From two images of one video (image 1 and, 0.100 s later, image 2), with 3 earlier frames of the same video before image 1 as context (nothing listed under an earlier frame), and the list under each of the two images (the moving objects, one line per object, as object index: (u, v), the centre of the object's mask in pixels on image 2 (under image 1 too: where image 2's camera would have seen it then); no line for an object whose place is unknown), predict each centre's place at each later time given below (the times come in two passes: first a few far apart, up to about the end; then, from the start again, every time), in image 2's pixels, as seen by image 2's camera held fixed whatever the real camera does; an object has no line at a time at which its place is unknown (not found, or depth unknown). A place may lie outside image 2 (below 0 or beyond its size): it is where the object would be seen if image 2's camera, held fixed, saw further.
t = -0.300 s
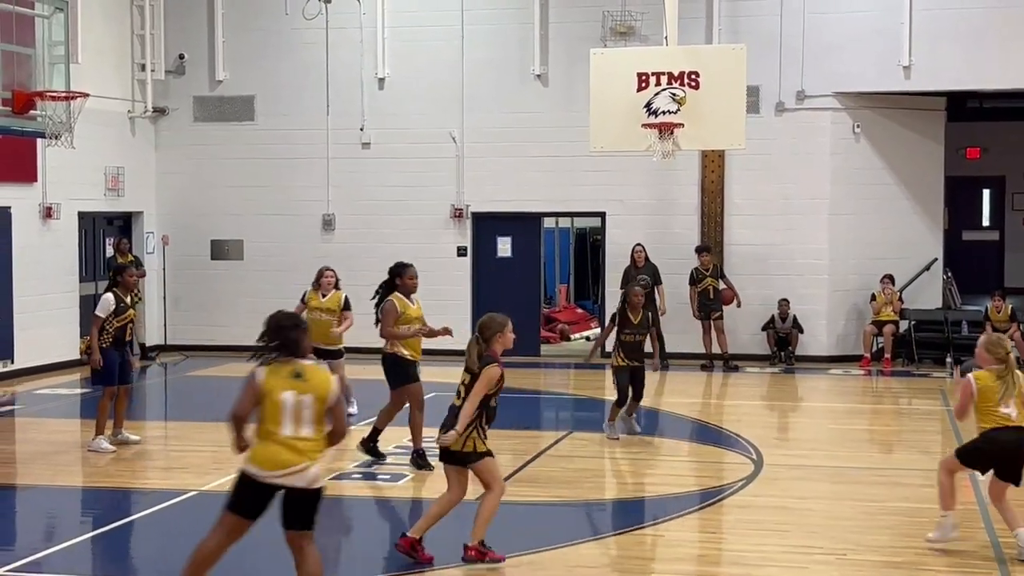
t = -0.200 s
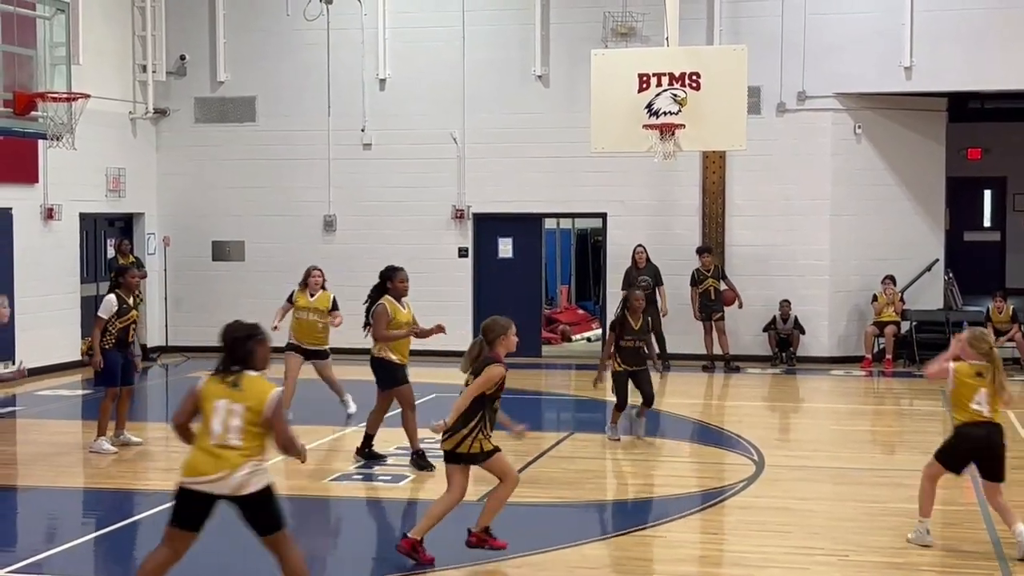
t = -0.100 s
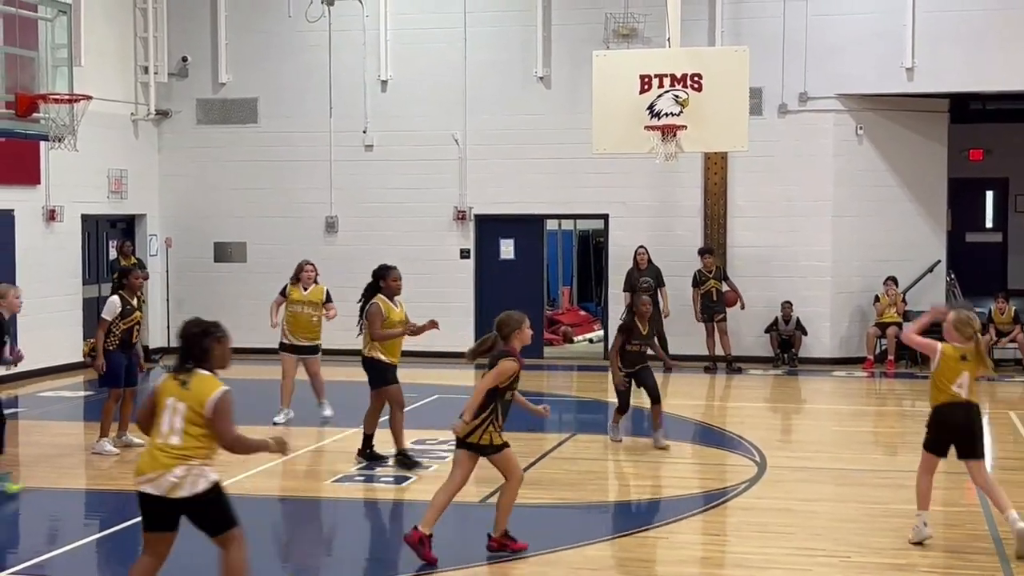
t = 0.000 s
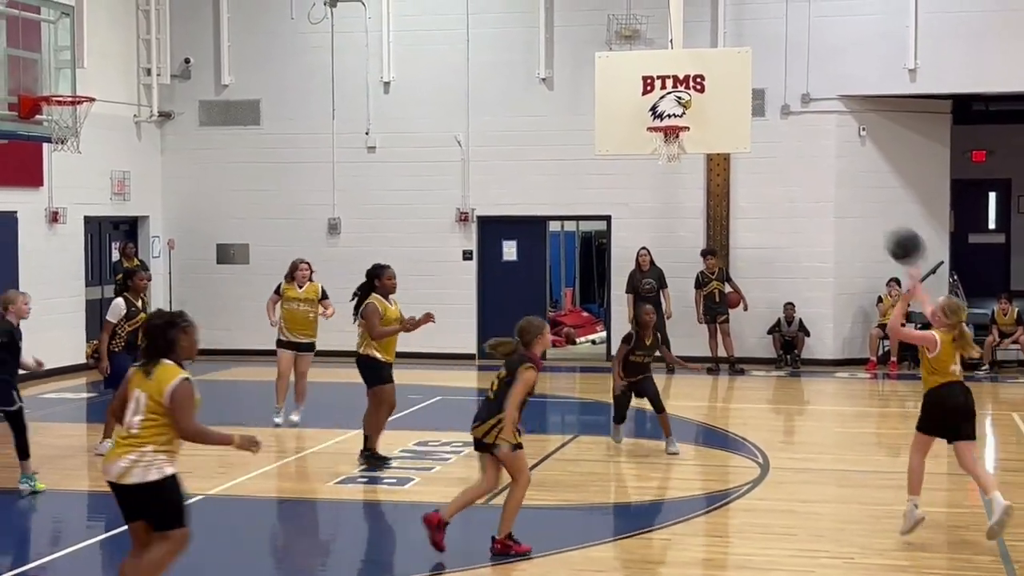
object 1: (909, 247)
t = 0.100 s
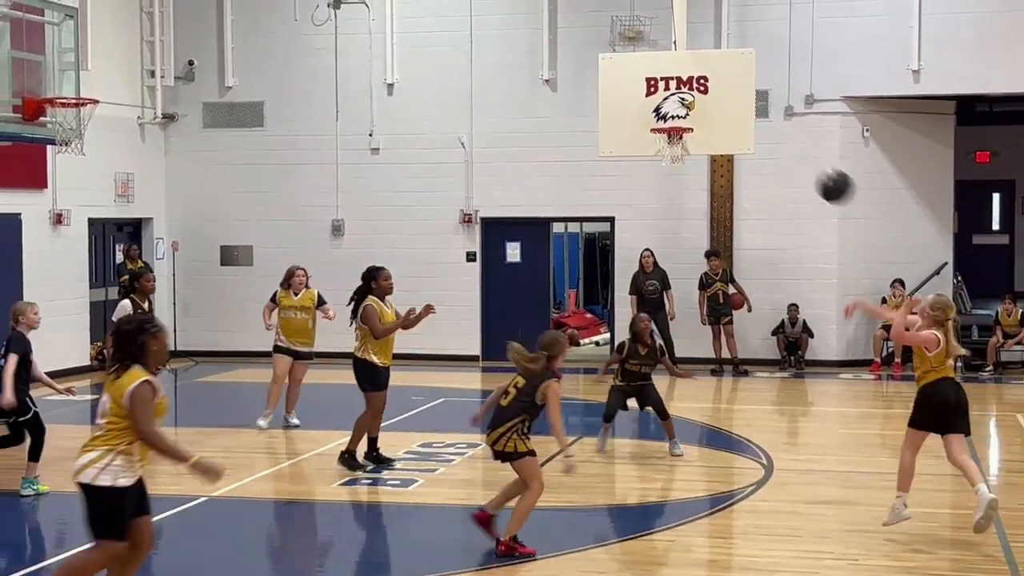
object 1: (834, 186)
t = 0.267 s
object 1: (727, 127)
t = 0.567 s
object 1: (572, 119)
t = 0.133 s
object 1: (812, 170)
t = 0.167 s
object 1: (790, 157)
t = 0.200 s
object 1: (769, 145)
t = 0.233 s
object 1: (747, 135)
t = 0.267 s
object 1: (727, 127)
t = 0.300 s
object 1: (708, 120)
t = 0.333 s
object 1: (689, 115)
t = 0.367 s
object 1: (669, 111)
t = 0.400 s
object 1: (651, 110)
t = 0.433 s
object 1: (634, 108)
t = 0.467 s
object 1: (618, 109)
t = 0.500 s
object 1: (601, 111)
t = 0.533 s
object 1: (587, 114)
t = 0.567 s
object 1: (572, 119)
